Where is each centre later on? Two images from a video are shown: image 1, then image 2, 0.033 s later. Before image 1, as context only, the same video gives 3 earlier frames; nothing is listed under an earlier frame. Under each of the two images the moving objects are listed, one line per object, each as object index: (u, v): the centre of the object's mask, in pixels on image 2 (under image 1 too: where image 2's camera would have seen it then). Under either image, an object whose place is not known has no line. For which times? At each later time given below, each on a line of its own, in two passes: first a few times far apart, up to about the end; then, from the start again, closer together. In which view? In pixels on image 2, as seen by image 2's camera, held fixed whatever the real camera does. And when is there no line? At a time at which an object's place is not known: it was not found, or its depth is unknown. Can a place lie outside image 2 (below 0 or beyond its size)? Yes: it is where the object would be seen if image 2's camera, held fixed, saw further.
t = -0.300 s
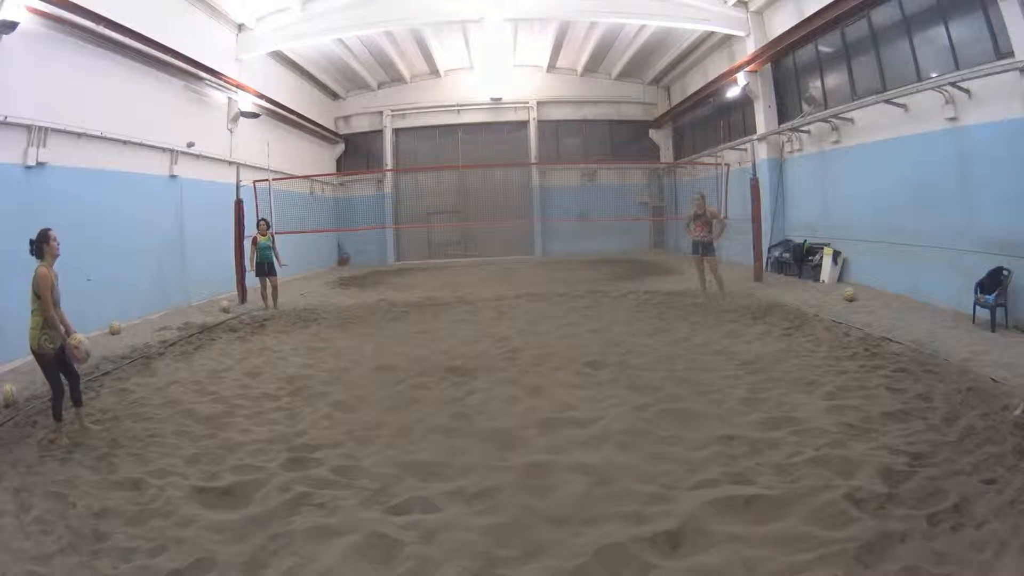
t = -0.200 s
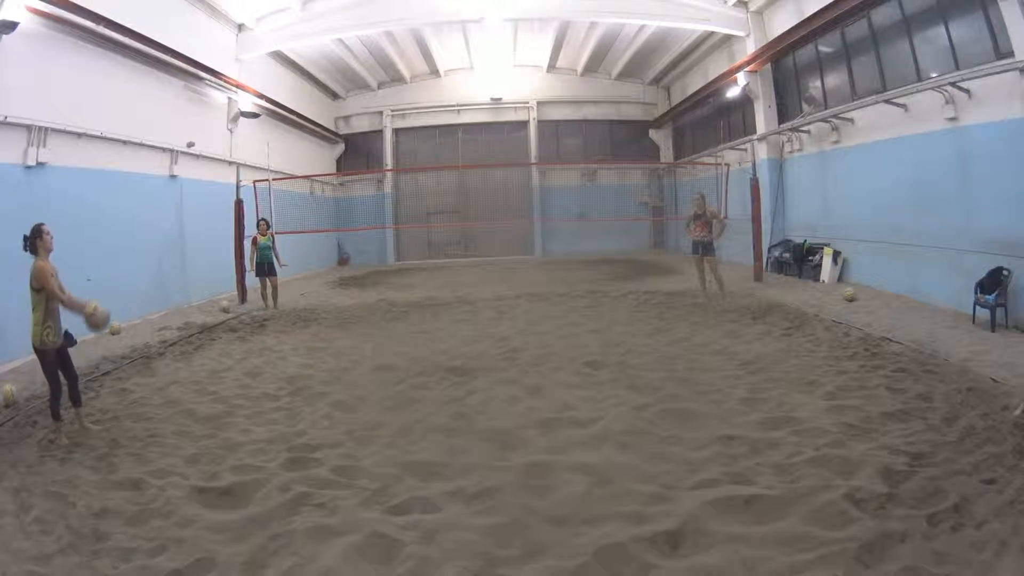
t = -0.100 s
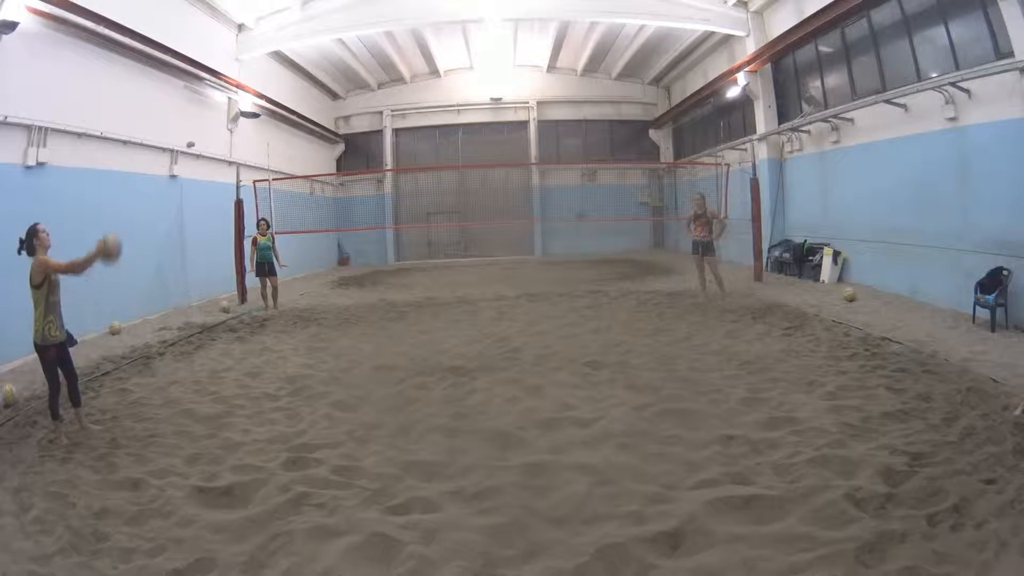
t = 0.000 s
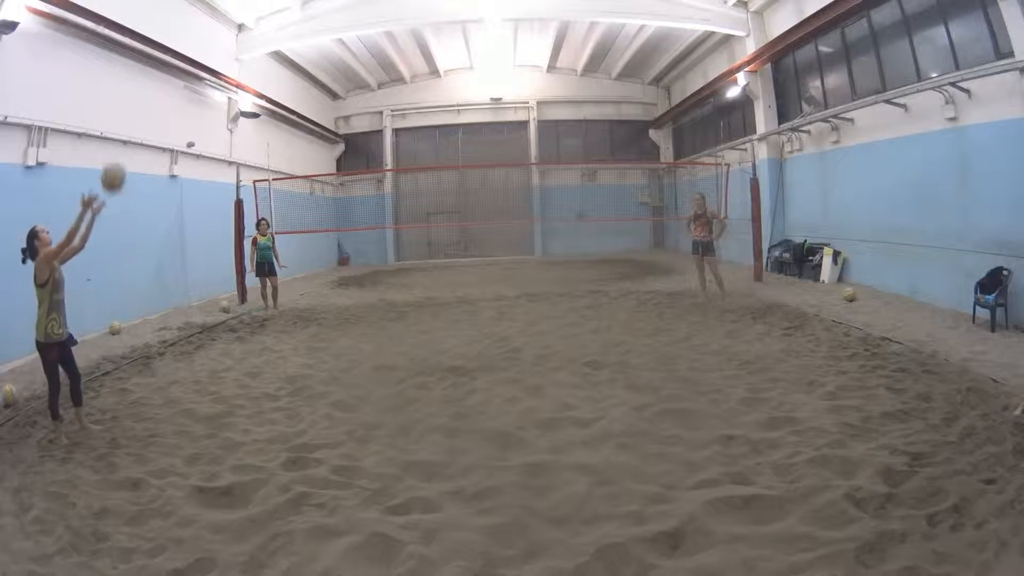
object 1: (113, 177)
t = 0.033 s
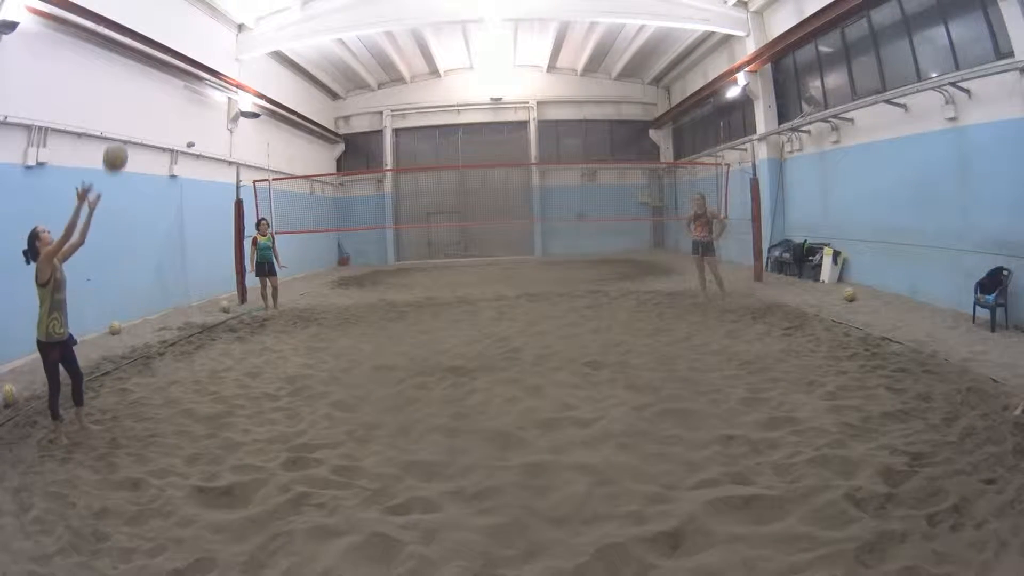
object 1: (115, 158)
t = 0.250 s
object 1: (131, 71)
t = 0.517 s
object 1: (142, 50)
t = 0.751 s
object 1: (140, 101)
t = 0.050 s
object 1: (116, 148)
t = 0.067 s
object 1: (117, 139)
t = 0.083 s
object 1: (119, 131)
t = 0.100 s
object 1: (120, 122)
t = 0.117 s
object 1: (121, 115)
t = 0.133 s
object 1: (122, 109)
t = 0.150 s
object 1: (124, 102)
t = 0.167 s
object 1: (125, 96)
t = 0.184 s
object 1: (126, 90)
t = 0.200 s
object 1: (127, 85)
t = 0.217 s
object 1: (128, 81)
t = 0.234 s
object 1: (129, 77)
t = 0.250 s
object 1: (131, 71)
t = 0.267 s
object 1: (132, 68)
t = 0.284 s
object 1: (133, 63)
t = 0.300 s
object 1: (134, 61)
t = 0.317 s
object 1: (135, 59)
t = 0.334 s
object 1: (136, 56)
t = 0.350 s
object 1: (137, 54)
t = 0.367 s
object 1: (137, 52)
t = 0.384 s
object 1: (138, 50)
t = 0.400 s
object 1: (139, 49)
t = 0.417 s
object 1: (139, 48)
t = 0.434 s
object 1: (140, 48)
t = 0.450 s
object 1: (140, 48)
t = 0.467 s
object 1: (140, 48)
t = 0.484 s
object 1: (141, 49)
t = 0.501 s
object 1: (141, 49)
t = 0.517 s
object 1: (142, 50)
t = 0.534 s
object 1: (142, 52)
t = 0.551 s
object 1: (142, 53)
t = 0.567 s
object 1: (142, 55)
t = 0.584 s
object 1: (142, 58)
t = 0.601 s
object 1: (142, 60)
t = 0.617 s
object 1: (142, 64)
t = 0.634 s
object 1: (142, 66)
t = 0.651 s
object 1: (142, 70)
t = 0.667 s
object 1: (141, 75)
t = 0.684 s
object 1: (141, 80)
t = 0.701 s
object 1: (141, 85)
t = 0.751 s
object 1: (140, 101)
